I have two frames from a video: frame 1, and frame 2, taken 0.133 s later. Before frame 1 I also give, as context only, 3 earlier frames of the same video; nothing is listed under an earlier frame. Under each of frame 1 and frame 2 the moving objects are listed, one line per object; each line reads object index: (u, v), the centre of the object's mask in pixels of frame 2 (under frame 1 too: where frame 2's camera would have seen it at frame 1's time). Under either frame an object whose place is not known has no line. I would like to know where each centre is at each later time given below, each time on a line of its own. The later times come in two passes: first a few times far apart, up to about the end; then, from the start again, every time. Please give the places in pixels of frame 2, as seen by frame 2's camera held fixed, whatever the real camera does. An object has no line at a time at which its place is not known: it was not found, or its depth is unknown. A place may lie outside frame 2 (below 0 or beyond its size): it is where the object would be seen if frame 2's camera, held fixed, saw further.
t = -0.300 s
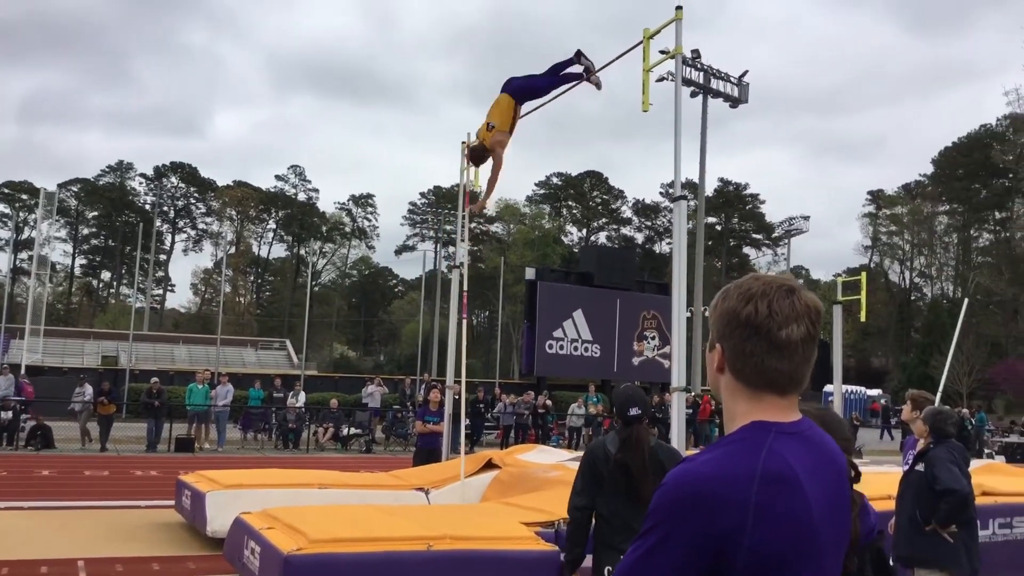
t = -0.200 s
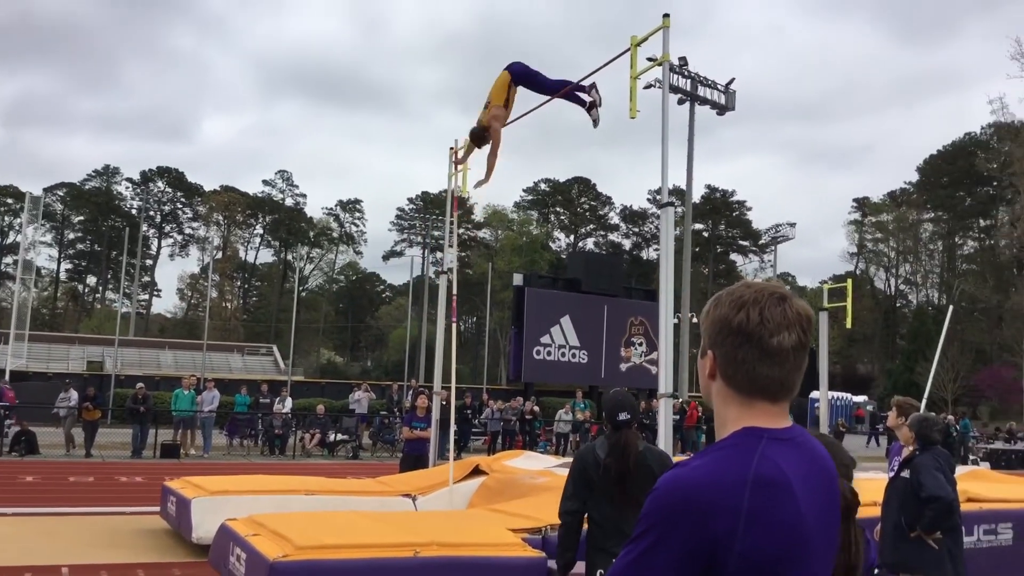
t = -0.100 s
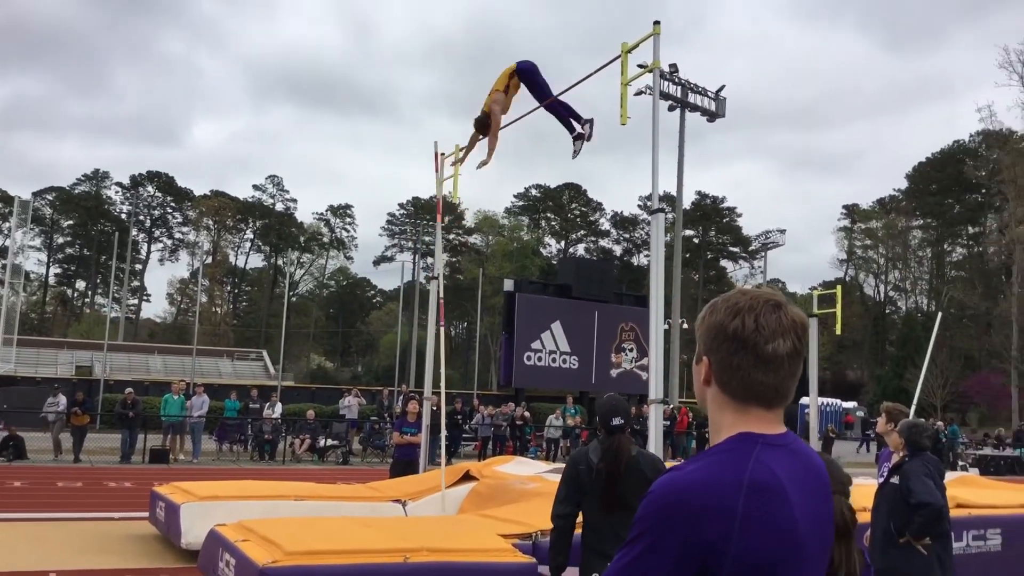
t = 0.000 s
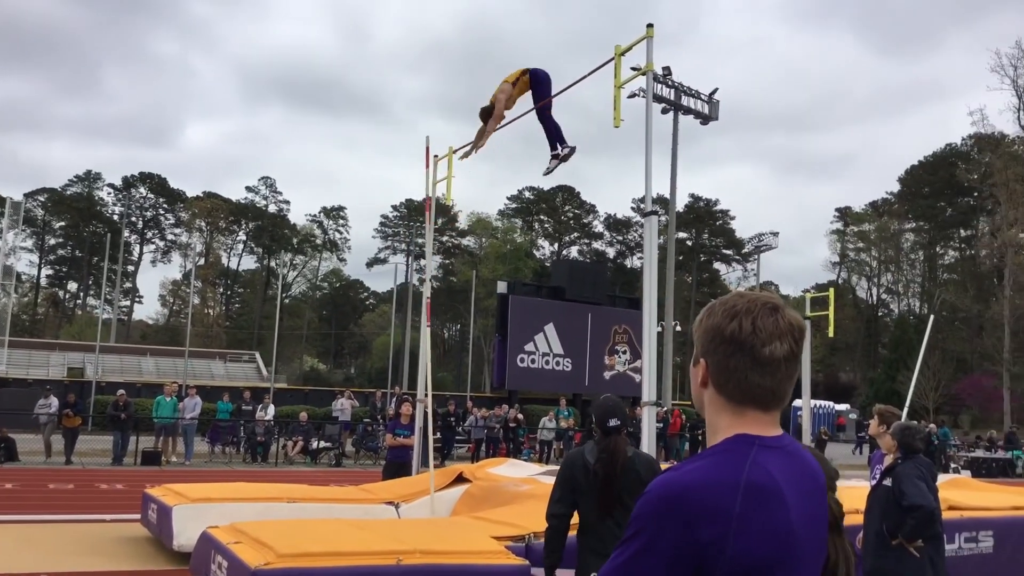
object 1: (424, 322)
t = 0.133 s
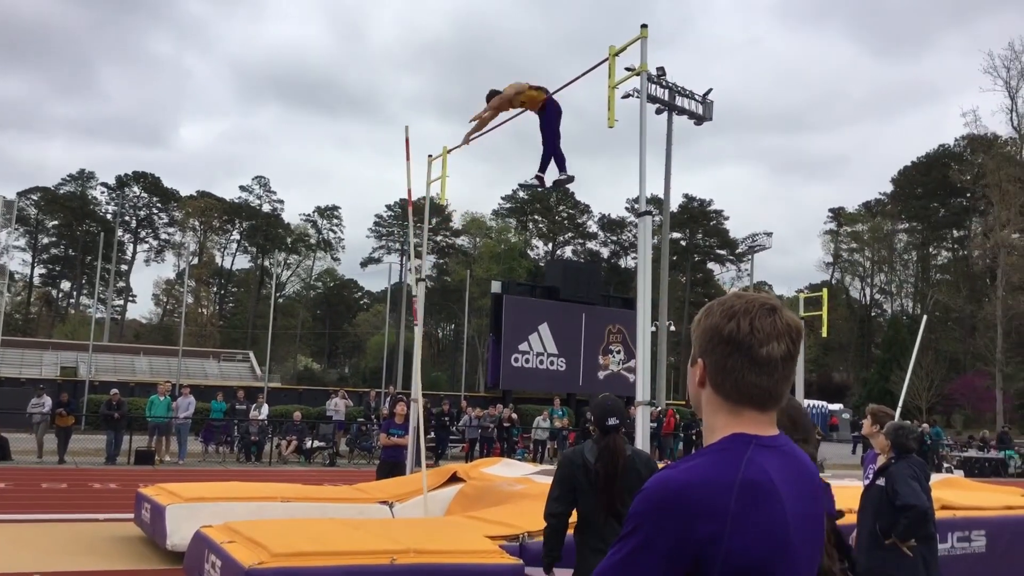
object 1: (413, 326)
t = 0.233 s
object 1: (410, 336)
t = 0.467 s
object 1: (389, 302)
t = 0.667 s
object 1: (369, 312)
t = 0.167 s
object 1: (413, 340)
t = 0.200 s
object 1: (411, 338)
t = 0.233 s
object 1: (410, 336)
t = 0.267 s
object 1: (407, 335)
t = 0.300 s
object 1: (405, 329)
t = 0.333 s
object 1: (402, 321)
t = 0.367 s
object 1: (400, 323)
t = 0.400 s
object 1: (397, 320)
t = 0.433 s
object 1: (394, 318)
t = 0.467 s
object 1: (389, 302)
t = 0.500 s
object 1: (385, 301)
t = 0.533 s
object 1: (381, 300)
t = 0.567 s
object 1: (383, 321)
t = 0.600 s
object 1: (378, 317)
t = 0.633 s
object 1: (372, 312)
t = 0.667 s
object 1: (369, 312)
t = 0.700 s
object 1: (364, 314)
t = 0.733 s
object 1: (360, 313)
